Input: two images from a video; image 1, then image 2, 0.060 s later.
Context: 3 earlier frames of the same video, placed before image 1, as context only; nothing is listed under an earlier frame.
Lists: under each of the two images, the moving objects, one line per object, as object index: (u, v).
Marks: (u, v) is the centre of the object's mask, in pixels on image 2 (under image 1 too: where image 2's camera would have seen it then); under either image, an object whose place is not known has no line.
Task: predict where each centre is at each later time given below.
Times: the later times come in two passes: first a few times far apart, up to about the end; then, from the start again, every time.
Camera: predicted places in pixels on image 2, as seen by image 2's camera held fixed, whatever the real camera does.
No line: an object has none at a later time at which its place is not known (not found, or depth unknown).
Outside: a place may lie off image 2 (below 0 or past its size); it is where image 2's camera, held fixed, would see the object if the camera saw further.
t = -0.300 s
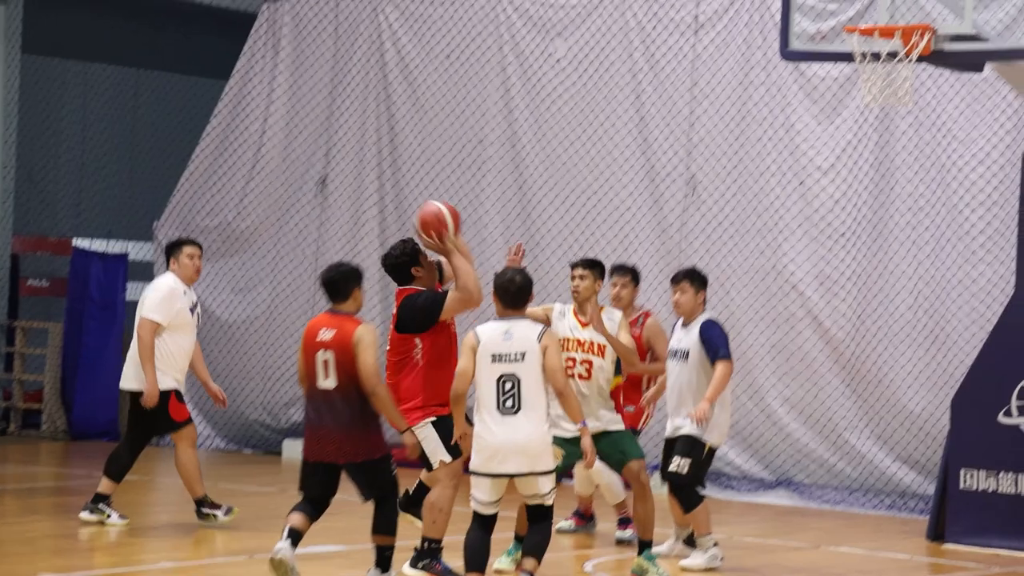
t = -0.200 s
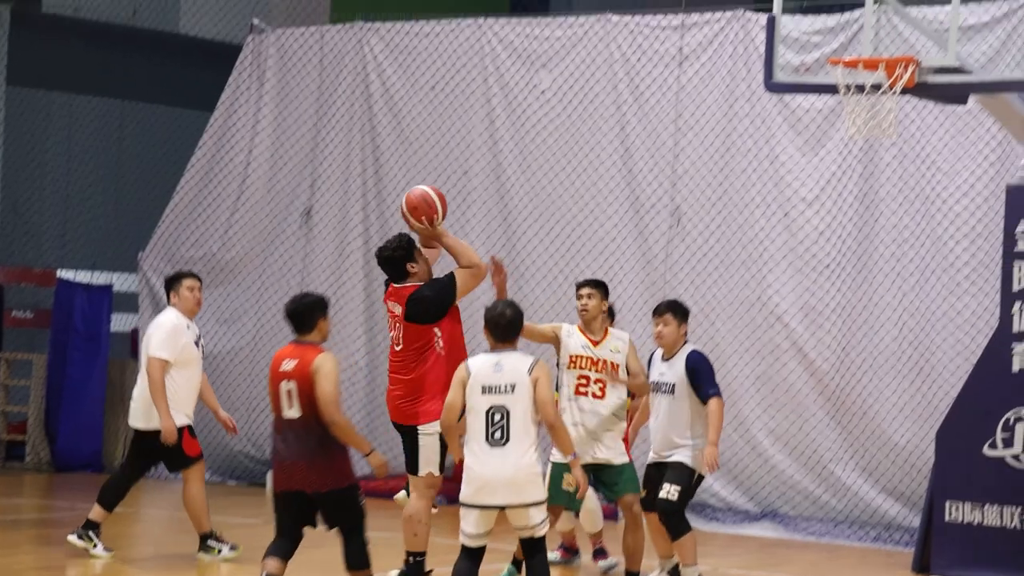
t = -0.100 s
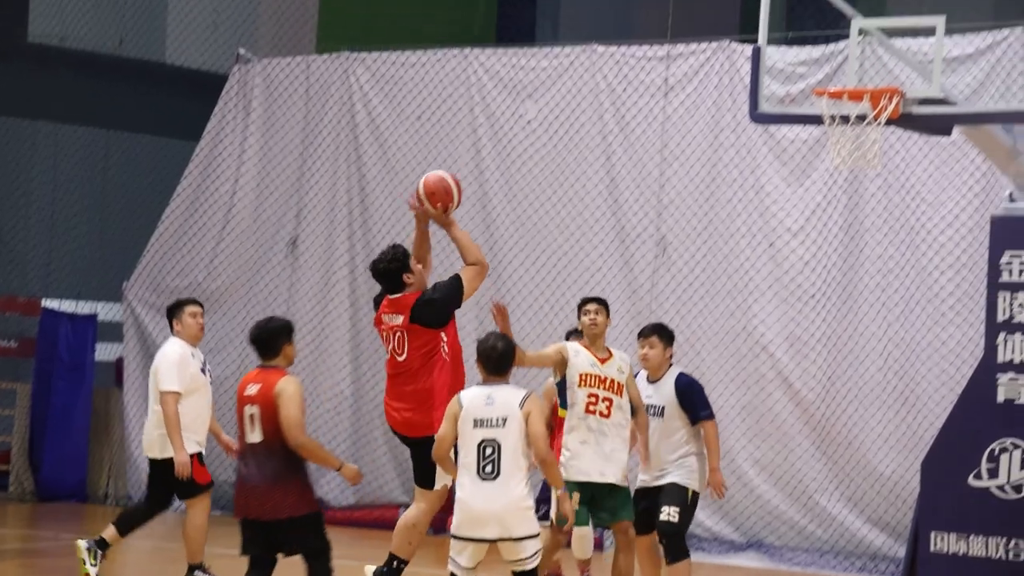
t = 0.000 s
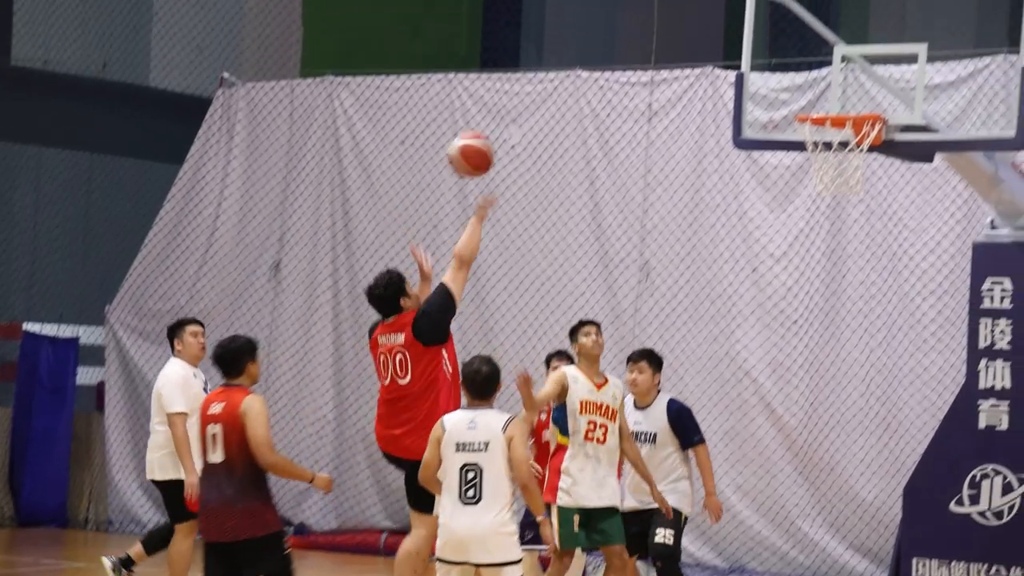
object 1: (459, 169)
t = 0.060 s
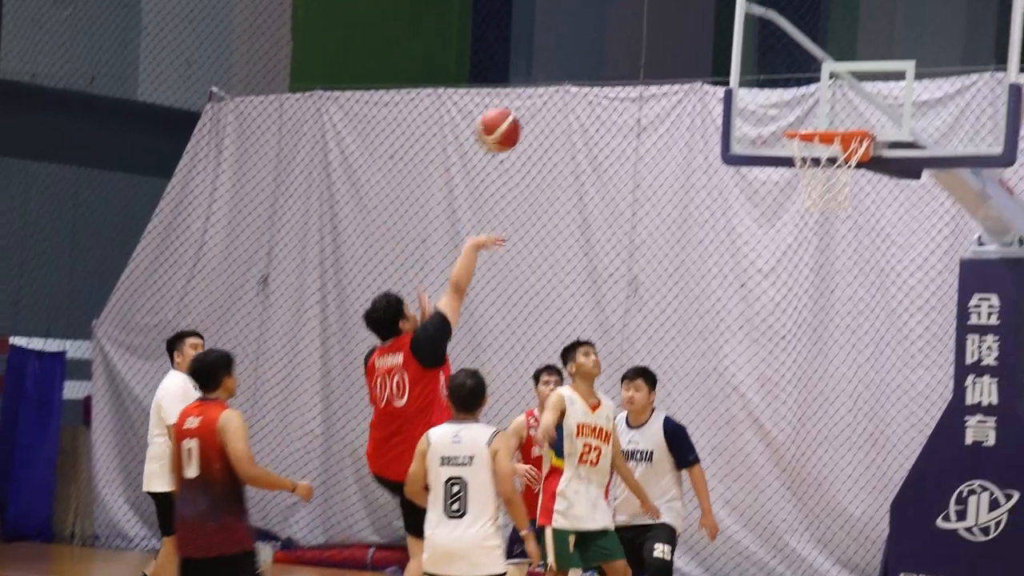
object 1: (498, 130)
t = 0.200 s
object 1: (583, 66)
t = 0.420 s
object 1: (706, 39)
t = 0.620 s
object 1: (809, 85)
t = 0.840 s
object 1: (818, 153)
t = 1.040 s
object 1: (855, 180)
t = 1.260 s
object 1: (842, 205)
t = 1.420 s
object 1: (827, 269)
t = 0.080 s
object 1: (511, 118)
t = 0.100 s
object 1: (523, 107)
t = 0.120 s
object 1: (535, 97)
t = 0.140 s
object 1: (547, 88)
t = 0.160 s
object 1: (559, 79)
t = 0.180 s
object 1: (571, 72)
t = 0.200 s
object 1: (583, 66)
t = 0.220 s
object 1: (594, 61)
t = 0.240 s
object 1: (606, 55)
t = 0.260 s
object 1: (617, 51)
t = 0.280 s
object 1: (628, 46)
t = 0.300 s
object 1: (639, 43)
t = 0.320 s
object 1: (651, 40)
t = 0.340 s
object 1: (662, 38)
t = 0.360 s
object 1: (673, 38)
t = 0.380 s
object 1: (684, 37)
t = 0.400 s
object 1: (695, 38)
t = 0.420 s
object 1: (706, 39)
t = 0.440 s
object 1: (716, 41)
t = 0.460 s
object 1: (727, 43)
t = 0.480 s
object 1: (737, 47)
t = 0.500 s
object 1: (748, 50)
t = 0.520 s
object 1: (759, 54)
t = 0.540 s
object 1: (769, 59)
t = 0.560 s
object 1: (779, 65)
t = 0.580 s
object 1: (789, 70)
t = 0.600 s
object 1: (799, 77)
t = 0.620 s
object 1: (809, 85)
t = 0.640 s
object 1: (819, 93)
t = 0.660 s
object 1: (829, 103)
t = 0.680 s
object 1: (838, 112)
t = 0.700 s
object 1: (848, 118)
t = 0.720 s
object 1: (846, 121)
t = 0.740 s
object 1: (834, 123)
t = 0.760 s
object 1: (819, 135)
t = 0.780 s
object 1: (808, 131)
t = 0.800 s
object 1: (808, 145)
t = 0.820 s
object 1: (813, 151)
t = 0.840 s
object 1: (818, 153)
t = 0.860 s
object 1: (823, 157)
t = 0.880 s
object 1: (828, 163)
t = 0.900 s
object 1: (833, 170)
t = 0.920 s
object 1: (838, 174)
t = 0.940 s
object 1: (843, 177)
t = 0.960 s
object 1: (847, 178)
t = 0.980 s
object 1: (849, 179)
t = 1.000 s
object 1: (851, 179)
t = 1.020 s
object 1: (854, 181)
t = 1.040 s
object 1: (855, 180)
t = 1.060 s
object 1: (855, 182)
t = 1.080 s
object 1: (854, 182)
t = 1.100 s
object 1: (854, 182)
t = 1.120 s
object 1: (854, 184)
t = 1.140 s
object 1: (853, 185)
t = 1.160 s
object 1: (852, 187)
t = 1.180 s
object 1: (849, 189)
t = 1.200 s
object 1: (848, 193)
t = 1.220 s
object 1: (847, 197)
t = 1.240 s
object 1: (845, 201)
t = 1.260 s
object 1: (842, 205)
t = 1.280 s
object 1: (840, 211)
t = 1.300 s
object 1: (838, 218)
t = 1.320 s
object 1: (837, 225)
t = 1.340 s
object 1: (835, 232)
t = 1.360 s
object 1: (833, 240)
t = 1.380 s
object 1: (831, 249)
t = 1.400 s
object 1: (829, 258)
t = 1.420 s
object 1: (827, 269)
